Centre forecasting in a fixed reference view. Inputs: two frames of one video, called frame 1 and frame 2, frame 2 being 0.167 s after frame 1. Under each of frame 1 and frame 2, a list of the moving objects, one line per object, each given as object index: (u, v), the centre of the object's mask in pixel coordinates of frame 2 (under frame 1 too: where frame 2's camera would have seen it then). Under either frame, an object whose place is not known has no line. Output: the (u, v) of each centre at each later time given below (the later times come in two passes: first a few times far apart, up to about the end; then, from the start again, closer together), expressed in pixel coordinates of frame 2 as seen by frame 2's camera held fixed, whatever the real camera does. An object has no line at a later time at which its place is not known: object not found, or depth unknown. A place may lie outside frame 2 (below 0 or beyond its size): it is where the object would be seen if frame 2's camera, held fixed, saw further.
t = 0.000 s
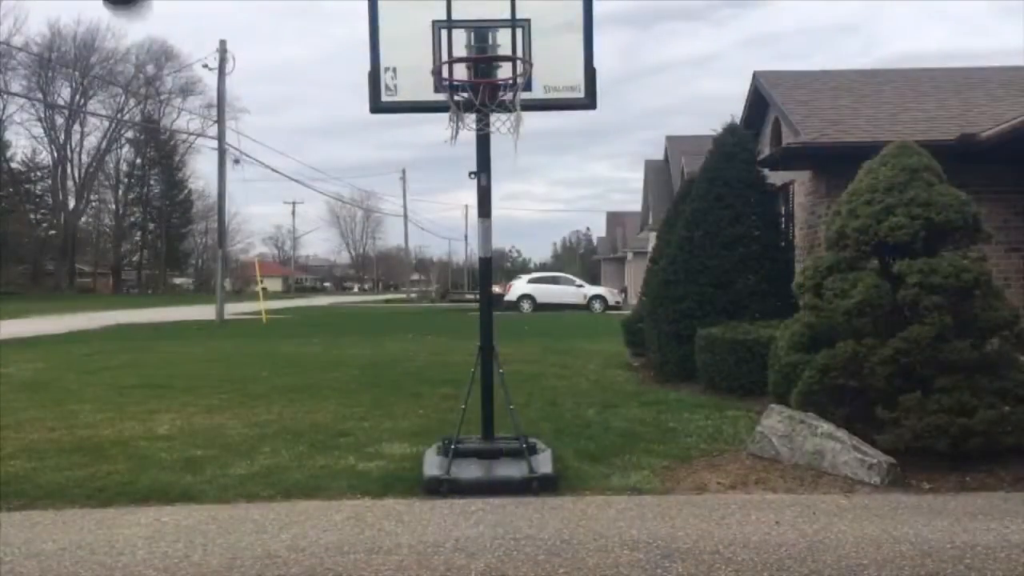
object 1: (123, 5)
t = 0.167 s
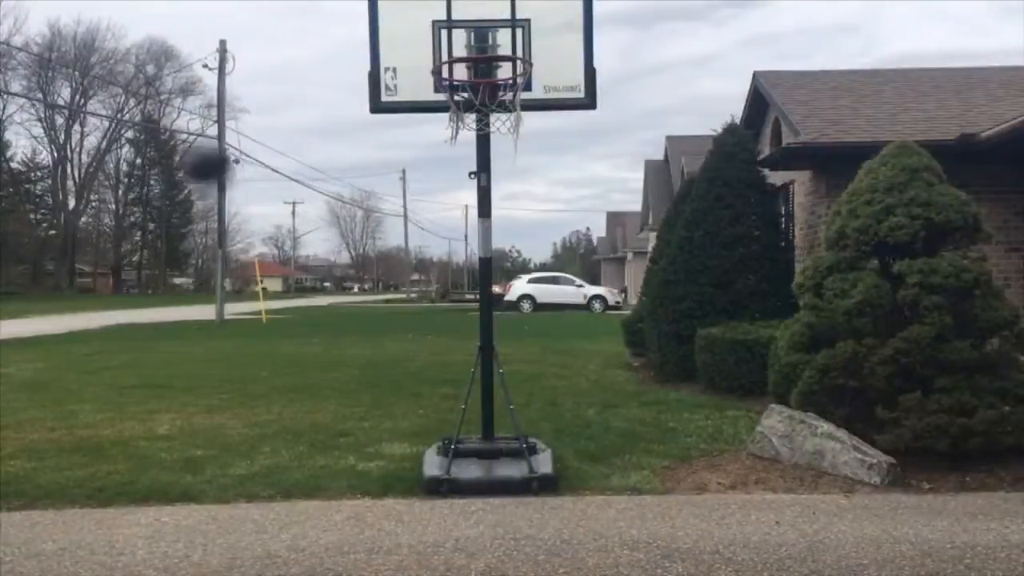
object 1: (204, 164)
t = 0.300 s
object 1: (274, 349)
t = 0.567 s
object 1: (329, 335)
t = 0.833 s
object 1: (327, 100)
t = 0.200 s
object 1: (225, 214)
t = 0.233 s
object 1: (242, 255)
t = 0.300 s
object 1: (274, 349)
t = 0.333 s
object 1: (289, 396)
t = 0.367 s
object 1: (305, 448)
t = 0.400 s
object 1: (323, 509)
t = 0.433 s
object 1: (327, 503)
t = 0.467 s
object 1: (328, 455)
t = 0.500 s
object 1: (328, 414)
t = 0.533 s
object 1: (329, 373)
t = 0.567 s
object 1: (329, 335)
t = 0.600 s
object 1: (327, 299)
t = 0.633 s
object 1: (327, 265)
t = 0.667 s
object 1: (329, 230)
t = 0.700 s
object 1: (328, 200)
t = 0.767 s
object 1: (327, 145)
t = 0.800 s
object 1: (327, 122)
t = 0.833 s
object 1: (327, 100)
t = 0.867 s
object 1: (327, 80)
